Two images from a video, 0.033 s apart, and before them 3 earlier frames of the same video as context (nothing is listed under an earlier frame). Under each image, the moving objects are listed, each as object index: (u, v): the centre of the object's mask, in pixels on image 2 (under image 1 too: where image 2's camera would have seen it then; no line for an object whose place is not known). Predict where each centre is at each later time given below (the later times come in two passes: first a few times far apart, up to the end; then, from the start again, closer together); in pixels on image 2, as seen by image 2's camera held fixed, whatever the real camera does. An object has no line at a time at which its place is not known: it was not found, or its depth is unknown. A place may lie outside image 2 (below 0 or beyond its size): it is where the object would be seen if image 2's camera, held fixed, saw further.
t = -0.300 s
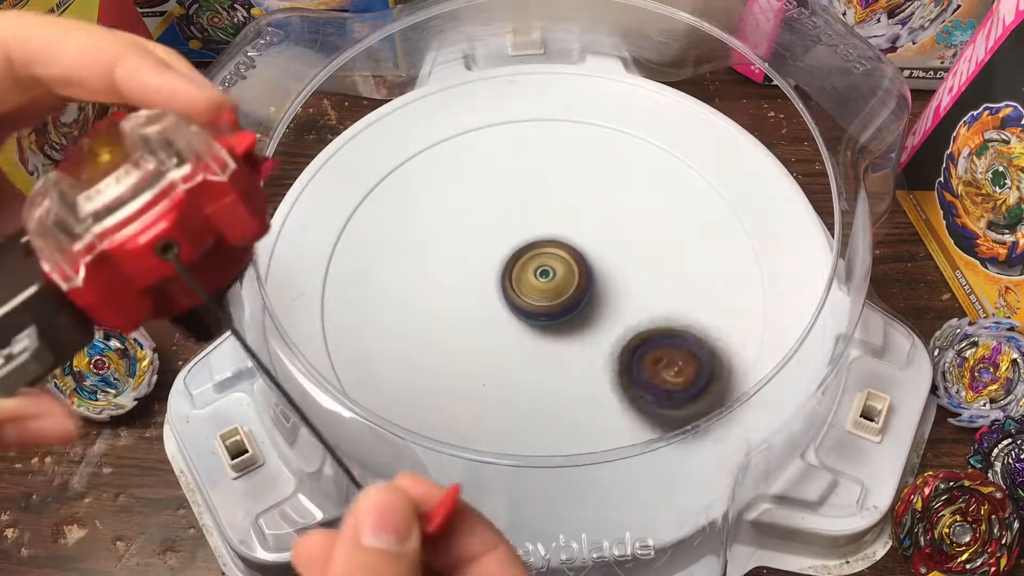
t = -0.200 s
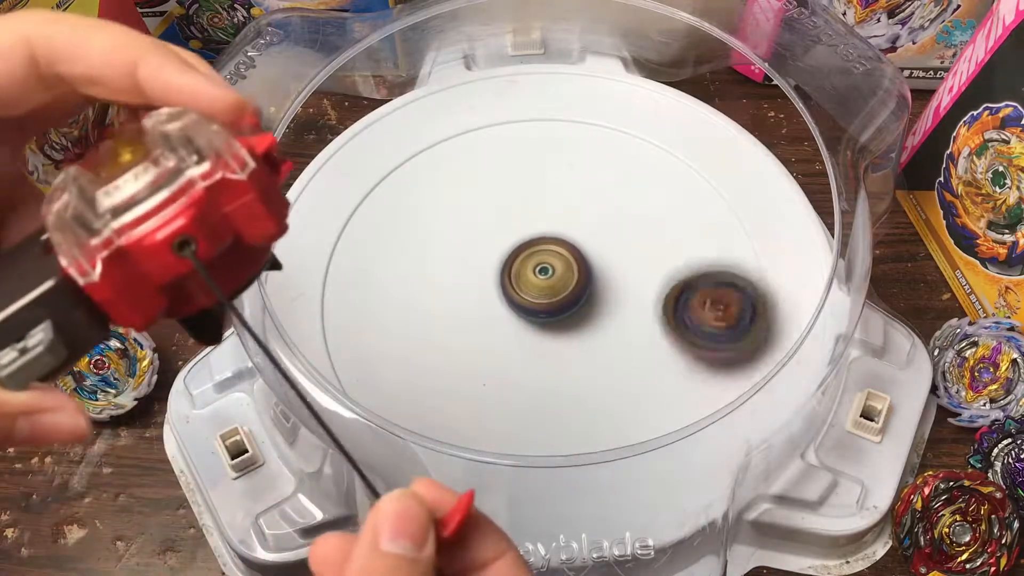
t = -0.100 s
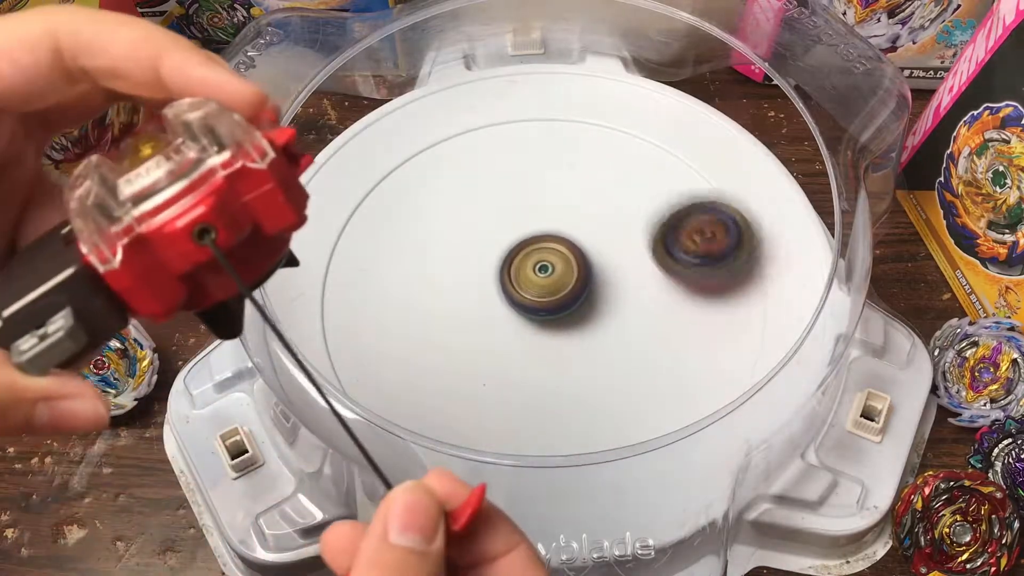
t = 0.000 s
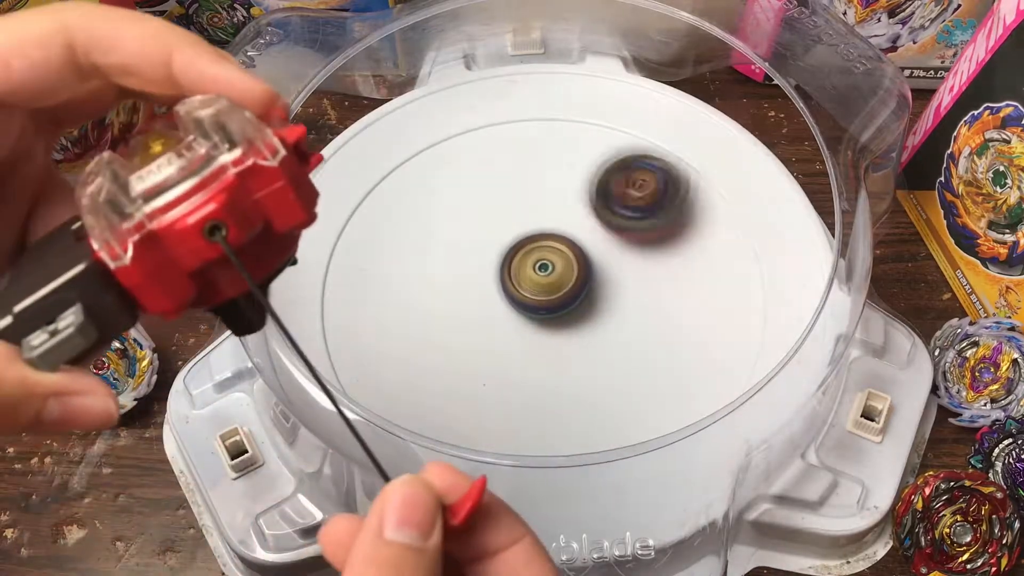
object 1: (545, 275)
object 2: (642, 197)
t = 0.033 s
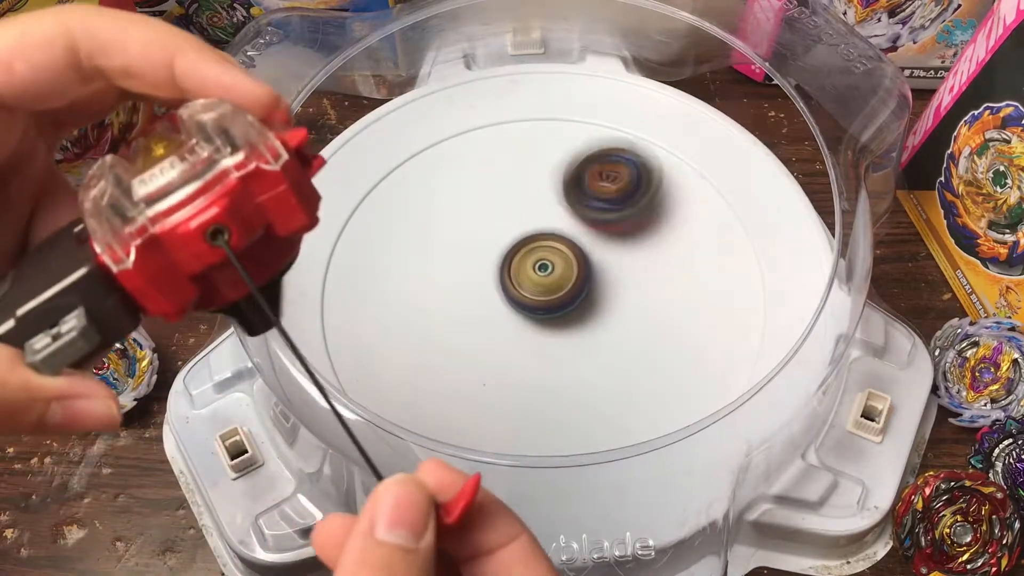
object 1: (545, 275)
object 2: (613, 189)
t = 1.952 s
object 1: (550, 264)
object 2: (724, 324)
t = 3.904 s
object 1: (527, 290)
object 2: (367, 310)
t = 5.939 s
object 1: (511, 291)
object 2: (420, 202)
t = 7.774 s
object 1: (466, 324)
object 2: (598, 310)
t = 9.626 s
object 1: (442, 269)
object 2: (511, 364)
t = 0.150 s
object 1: (544, 276)
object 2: (510, 194)
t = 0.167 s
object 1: (544, 276)
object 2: (496, 199)
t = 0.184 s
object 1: (543, 276)
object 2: (484, 204)
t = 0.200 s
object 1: (542, 276)
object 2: (470, 210)
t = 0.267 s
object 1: (541, 277)
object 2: (430, 243)
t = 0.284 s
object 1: (541, 277)
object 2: (421, 252)
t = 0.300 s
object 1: (540, 277)
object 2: (415, 262)
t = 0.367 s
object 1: (539, 277)
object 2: (396, 303)
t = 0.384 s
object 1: (538, 277)
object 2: (393, 314)
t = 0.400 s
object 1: (537, 277)
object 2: (392, 325)
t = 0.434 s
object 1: (537, 277)
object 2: (393, 347)
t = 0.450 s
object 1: (536, 278)
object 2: (396, 358)
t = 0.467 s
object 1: (536, 277)
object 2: (400, 368)
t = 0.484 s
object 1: (536, 278)
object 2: (408, 379)
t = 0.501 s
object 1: (535, 278)
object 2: (416, 387)
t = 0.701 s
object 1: (529, 280)
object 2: (580, 411)
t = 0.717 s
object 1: (529, 280)
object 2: (595, 405)
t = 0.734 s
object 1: (529, 280)
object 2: (609, 398)
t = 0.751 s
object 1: (528, 280)
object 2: (620, 390)
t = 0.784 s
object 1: (528, 281)
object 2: (640, 368)
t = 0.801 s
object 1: (528, 281)
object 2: (649, 355)
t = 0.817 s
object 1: (528, 281)
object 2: (653, 341)
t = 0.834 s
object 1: (527, 281)
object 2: (658, 329)
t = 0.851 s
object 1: (527, 282)
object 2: (660, 315)
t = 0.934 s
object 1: (527, 283)
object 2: (653, 253)
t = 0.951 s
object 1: (527, 283)
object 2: (649, 242)
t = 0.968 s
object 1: (527, 284)
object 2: (642, 232)
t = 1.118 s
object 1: (529, 287)
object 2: (563, 160)
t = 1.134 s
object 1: (529, 288)
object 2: (551, 157)
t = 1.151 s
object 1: (530, 289)
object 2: (540, 153)
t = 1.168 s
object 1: (530, 289)
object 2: (527, 152)
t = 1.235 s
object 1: (531, 290)
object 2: (481, 152)
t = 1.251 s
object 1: (531, 291)
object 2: (469, 156)
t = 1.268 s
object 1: (531, 291)
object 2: (457, 158)
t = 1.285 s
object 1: (531, 291)
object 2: (446, 164)
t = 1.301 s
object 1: (532, 292)
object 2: (435, 169)
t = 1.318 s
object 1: (532, 292)
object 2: (425, 176)
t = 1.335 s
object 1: (531, 292)
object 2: (415, 183)
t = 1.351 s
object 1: (532, 292)
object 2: (408, 193)
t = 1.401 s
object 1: (532, 293)
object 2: (391, 226)
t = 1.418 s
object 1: (532, 293)
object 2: (388, 238)
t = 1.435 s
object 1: (533, 294)
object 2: (386, 250)
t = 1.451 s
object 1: (533, 294)
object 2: (387, 263)
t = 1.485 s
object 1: (533, 294)
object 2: (391, 288)
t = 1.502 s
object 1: (533, 294)
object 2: (396, 299)
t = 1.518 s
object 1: (533, 294)
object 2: (402, 312)
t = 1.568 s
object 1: (534, 294)
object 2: (430, 342)
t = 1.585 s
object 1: (534, 294)
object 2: (442, 352)
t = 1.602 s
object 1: (535, 295)
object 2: (456, 360)
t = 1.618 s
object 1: (535, 295)
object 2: (470, 368)
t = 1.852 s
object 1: (549, 267)
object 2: (668, 376)
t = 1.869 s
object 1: (549, 266)
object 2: (681, 370)
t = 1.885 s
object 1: (550, 265)
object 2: (691, 362)
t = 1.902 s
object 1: (550, 265)
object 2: (702, 354)
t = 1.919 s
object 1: (550, 265)
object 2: (711, 344)
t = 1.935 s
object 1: (550, 264)
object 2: (719, 336)
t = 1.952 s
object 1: (550, 264)
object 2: (724, 324)
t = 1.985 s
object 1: (550, 263)
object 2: (732, 303)
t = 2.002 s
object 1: (549, 263)
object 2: (735, 292)
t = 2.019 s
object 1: (549, 262)
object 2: (734, 281)
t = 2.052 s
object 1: (548, 261)
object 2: (730, 259)
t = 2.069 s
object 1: (548, 261)
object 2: (726, 248)
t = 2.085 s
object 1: (547, 261)
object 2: (719, 238)
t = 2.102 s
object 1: (547, 261)
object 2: (713, 231)
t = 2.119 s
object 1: (547, 260)
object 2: (704, 221)
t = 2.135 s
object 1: (546, 260)
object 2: (695, 212)
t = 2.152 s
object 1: (546, 260)
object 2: (683, 205)
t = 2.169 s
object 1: (545, 260)
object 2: (672, 199)
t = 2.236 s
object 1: (543, 259)
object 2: (618, 182)
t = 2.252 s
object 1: (542, 259)
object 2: (603, 181)
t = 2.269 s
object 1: (542, 260)
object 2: (589, 179)
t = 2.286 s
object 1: (540, 263)
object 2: (575, 177)
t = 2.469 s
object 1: (527, 314)
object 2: (437, 174)
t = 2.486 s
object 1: (527, 315)
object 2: (425, 179)
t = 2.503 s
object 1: (526, 314)
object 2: (414, 184)
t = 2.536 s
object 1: (524, 314)
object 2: (397, 199)
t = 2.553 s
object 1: (523, 314)
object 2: (387, 208)
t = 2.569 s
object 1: (523, 314)
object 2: (382, 218)
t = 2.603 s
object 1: (521, 315)
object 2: (370, 238)
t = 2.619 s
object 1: (521, 315)
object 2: (365, 249)
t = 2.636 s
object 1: (520, 315)
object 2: (365, 261)
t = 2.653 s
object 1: (520, 315)
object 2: (363, 273)
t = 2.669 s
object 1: (519, 316)
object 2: (365, 285)
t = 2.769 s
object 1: (518, 317)
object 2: (403, 352)
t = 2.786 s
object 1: (517, 317)
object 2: (415, 362)
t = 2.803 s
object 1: (518, 317)
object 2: (429, 369)
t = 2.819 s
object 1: (519, 316)
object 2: (443, 376)
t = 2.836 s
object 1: (521, 313)
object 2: (455, 386)
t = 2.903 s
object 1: (544, 271)
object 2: (501, 417)
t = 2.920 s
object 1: (550, 262)
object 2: (514, 423)
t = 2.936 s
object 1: (554, 254)
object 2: (532, 435)
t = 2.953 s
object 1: (559, 247)
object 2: (547, 435)
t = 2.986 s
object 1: (565, 234)
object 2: (580, 435)
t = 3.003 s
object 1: (568, 230)
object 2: (596, 432)
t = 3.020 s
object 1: (570, 225)
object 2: (612, 425)
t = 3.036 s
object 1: (572, 223)
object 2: (623, 412)
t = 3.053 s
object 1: (573, 221)
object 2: (637, 407)
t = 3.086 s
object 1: (576, 219)
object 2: (665, 394)
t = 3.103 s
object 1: (576, 218)
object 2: (680, 385)
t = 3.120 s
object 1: (577, 219)
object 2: (692, 376)
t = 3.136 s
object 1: (577, 220)
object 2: (702, 367)
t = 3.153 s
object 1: (577, 220)
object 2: (713, 357)
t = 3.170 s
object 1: (577, 222)
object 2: (721, 344)
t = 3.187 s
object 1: (576, 223)
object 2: (725, 332)
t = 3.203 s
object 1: (576, 225)
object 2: (729, 320)
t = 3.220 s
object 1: (575, 227)
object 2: (731, 307)
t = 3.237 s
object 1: (575, 228)
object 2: (731, 294)
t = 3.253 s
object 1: (574, 230)
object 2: (730, 282)
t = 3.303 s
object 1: (571, 235)
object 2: (717, 245)
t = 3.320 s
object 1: (570, 237)
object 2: (710, 234)
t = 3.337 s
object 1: (569, 238)
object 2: (702, 225)
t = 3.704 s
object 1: (536, 276)
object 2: (421, 180)
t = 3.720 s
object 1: (535, 278)
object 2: (410, 187)
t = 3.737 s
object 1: (533, 279)
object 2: (400, 196)
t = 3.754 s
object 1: (533, 280)
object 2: (391, 205)
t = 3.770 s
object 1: (532, 281)
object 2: (384, 215)
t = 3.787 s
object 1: (531, 282)
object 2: (377, 226)
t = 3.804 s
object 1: (531, 284)
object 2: (371, 237)
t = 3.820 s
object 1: (529, 284)
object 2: (367, 249)
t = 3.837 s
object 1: (529, 285)
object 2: (364, 261)
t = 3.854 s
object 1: (528, 287)
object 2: (363, 273)
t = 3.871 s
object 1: (528, 288)
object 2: (362, 286)
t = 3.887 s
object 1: (528, 289)
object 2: (364, 298)
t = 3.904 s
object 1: (527, 290)
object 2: (367, 310)
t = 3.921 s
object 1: (527, 291)
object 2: (373, 324)
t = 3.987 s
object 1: (527, 295)
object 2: (407, 367)
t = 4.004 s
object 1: (527, 296)
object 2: (417, 376)
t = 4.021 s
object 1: (527, 297)
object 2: (431, 385)
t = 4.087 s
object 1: (528, 301)
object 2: (493, 403)
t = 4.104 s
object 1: (528, 302)
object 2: (509, 405)
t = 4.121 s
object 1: (529, 302)
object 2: (526, 405)
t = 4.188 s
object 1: (531, 305)
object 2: (590, 395)
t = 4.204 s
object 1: (532, 306)
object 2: (602, 389)
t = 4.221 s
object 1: (533, 306)
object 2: (617, 382)
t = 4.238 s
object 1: (533, 306)
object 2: (630, 374)
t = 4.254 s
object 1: (534, 307)
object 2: (643, 366)
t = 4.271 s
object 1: (534, 307)
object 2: (653, 355)
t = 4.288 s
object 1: (536, 308)
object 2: (663, 346)
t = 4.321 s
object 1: (537, 308)
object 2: (680, 323)
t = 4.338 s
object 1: (538, 309)
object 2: (686, 313)
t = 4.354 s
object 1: (539, 309)
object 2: (690, 300)
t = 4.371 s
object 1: (540, 309)
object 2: (694, 290)
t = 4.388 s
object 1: (540, 309)
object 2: (696, 277)
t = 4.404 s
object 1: (541, 309)
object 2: (698, 265)
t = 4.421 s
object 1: (543, 309)
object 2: (697, 254)
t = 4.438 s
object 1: (543, 309)
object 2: (695, 241)
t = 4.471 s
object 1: (544, 309)
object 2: (689, 222)
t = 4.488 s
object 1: (546, 308)
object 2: (685, 211)
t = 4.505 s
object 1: (546, 308)
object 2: (678, 200)
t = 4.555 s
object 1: (549, 307)
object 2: (653, 174)
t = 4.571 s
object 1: (550, 306)
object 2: (644, 168)
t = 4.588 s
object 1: (550, 306)
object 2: (633, 162)
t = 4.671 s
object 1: (554, 303)
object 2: (572, 147)
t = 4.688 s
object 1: (555, 302)
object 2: (559, 148)
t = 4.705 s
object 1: (556, 302)
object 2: (546, 149)
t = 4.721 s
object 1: (556, 301)
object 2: (533, 152)
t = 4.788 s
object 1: (558, 298)
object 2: (484, 174)
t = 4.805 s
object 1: (559, 297)
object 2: (475, 181)
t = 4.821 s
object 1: (559, 296)
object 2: (464, 190)
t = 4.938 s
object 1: (560, 290)
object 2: (421, 264)
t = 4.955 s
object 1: (560, 288)
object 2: (419, 276)
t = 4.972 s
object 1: (560, 287)
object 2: (419, 288)
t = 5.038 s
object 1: (559, 283)
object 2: (429, 334)
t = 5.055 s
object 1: (559, 282)
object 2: (435, 346)
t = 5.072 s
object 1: (558, 281)
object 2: (442, 357)
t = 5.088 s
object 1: (558, 280)
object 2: (450, 368)
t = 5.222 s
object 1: (553, 274)
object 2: (548, 410)
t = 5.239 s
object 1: (553, 273)
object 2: (562, 409)
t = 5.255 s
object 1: (552, 273)
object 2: (578, 409)
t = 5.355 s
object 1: (546, 270)
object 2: (655, 379)
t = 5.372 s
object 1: (545, 270)
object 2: (664, 371)
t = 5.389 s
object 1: (544, 269)
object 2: (672, 360)
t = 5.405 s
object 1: (543, 269)
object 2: (678, 349)
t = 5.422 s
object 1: (542, 269)
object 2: (682, 338)
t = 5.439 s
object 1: (541, 269)
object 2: (686, 327)
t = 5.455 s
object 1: (540, 269)
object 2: (687, 315)
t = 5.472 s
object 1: (539, 268)
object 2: (687, 304)
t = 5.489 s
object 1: (538, 269)
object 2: (685, 292)
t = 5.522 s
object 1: (536, 269)
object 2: (678, 270)
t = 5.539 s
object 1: (534, 268)
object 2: (672, 260)
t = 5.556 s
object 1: (534, 269)
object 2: (665, 250)
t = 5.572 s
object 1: (532, 269)
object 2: (657, 241)
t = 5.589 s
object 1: (532, 269)
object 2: (649, 233)
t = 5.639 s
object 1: (529, 271)
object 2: (619, 213)
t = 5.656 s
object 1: (528, 271)
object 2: (608, 204)
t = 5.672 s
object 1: (527, 271)
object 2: (597, 200)
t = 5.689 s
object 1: (524, 274)
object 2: (586, 193)
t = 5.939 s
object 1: (511, 291)
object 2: (420, 202)
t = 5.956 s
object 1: (510, 291)
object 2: (412, 208)
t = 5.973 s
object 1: (510, 292)
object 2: (405, 220)
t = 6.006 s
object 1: (510, 293)
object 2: (397, 241)
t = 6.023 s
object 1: (510, 293)
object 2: (395, 253)
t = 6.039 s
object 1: (509, 293)
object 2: (394, 263)
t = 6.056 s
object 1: (509, 294)
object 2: (394, 273)
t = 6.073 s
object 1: (509, 294)
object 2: (397, 285)
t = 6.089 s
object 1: (509, 296)
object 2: (401, 296)
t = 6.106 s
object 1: (510, 295)
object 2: (405, 306)
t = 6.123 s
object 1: (516, 296)
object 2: (408, 319)
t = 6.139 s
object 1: (526, 292)
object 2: (406, 330)
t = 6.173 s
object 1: (545, 284)
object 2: (408, 358)
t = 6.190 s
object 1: (554, 280)
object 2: (410, 370)
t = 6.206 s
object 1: (559, 276)
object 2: (417, 382)
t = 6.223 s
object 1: (567, 274)
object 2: (425, 391)
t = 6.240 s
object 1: (572, 271)
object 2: (434, 397)
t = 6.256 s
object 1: (580, 269)
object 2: (444, 404)
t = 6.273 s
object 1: (584, 269)
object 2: (457, 410)
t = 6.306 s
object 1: (593, 268)
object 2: (479, 419)
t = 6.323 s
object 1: (596, 268)
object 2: (491, 422)
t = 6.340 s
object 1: (599, 269)
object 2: (507, 440)
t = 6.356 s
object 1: (601, 269)
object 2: (521, 436)
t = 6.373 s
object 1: (603, 270)
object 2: (536, 440)
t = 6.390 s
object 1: (605, 271)
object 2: (552, 438)
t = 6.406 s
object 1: (606, 273)
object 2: (561, 423)
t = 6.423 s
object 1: (607, 273)
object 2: (577, 421)
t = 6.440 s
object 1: (607, 274)
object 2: (590, 416)
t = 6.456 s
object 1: (607, 275)
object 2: (603, 410)
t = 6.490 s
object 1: (606, 278)
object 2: (626, 396)
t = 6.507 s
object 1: (605, 279)
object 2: (636, 388)
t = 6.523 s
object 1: (604, 280)
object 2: (643, 377)
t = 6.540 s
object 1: (603, 281)
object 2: (649, 365)
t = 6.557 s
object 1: (597, 276)
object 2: (656, 361)
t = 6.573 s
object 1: (591, 265)
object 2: (666, 363)
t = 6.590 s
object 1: (583, 250)
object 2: (674, 363)
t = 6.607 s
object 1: (576, 238)
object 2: (682, 361)
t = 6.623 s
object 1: (568, 226)
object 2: (688, 358)
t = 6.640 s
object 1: (561, 216)
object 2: (695, 354)
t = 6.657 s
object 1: (554, 204)
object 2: (700, 349)
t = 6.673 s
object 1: (548, 195)
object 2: (706, 343)
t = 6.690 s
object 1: (545, 186)
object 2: (710, 336)
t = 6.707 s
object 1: (537, 174)
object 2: (714, 327)
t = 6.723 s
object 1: (533, 165)
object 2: (717, 319)
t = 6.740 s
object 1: (531, 159)
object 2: (716, 310)
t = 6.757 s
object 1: (529, 151)
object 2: (715, 300)
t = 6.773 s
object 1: (526, 146)
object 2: (711, 291)
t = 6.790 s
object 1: (526, 141)
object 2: (706, 283)
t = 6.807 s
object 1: (524, 135)
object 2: (699, 277)
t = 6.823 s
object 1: (526, 132)
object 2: (691, 271)
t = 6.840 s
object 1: (526, 129)
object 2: (682, 262)
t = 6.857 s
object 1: (527, 126)
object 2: (671, 257)
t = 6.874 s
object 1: (528, 124)
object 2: (660, 254)
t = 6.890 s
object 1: (530, 123)
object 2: (649, 251)
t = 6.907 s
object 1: (531, 122)
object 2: (636, 249)
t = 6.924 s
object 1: (533, 122)
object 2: (625, 244)
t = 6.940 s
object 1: (534, 122)
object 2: (611, 243)
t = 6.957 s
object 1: (535, 123)
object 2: (600, 242)
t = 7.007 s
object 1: (539, 130)
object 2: (563, 244)
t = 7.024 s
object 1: (540, 134)
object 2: (551, 245)
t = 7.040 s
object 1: (540, 137)
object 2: (539, 248)
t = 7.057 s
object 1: (541, 144)
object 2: (526, 250)
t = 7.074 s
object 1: (542, 148)
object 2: (515, 252)
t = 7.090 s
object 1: (543, 155)
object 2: (504, 255)
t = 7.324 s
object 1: (536, 268)
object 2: (401, 337)
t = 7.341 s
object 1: (532, 276)
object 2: (399, 345)
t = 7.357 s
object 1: (528, 284)
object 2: (400, 356)
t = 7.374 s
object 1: (523, 291)
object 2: (400, 361)
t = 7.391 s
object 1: (518, 297)
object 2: (404, 368)
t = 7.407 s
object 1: (512, 304)
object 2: (408, 376)
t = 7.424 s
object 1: (506, 311)
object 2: (416, 383)
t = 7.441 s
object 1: (499, 316)
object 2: (425, 390)
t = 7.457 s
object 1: (492, 320)
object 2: (435, 393)
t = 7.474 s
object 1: (486, 321)
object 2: (444, 397)
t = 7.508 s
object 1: (477, 321)
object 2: (465, 407)
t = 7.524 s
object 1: (474, 321)
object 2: (479, 410)
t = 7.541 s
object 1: (470, 322)
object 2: (490, 412)
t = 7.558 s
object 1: (468, 322)
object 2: (503, 412)
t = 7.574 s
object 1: (465, 322)
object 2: (515, 410)
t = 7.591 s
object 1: (463, 323)
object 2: (528, 407)
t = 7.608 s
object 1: (462, 322)
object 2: (538, 402)
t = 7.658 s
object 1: (458, 322)
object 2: (566, 379)
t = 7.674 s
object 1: (458, 323)
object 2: (574, 370)
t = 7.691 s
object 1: (458, 323)
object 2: (580, 361)
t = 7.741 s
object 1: (463, 324)
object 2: (593, 331)
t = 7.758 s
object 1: (464, 323)
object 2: (597, 322)
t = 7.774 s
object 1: (466, 324)
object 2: (598, 310)
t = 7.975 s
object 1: (495, 317)
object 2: (568, 198)
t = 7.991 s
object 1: (496, 316)
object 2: (562, 189)
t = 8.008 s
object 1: (500, 316)
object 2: (556, 184)
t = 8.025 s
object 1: (502, 315)
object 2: (549, 178)
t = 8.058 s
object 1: (508, 314)
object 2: (533, 167)
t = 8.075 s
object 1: (512, 314)
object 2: (524, 162)
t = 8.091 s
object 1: (514, 313)
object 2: (516, 160)
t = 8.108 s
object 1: (517, 313)
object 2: (507, 158)
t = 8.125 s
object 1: (522, 312)
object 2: (497, 156)
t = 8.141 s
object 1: (524, 312)
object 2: (487, 156)
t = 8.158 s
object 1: (528, 311)
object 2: (479, 157)
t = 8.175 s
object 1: (532, 310)
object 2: (469, 160)
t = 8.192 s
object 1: (535, 309)
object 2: (460, 164)
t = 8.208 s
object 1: (539, 309)
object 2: (452, 167)
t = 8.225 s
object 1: (543, 308)
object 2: (445, 173)
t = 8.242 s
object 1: (546, 306)
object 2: (438, 180)
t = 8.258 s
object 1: (550, 306)
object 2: (433, 189)
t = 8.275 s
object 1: (555, 304)
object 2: (430, 199)
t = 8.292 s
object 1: (557, 303)
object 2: (428, 207)
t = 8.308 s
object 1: (561, 302)
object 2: (427, 219)
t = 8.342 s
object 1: (568, 299)
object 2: (430, 240)
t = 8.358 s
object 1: (571, 297)
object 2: (432, 248)
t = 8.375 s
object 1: (573, 297)
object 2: (436, 258)
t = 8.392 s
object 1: (577, 294)
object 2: (441, 266)
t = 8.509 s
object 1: (592, 281)
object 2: (500, 321)
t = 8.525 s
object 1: (595, 278)
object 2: (506, 328)
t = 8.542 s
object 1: (608, 270)
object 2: (505, 339)
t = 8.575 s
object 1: (628, 249)
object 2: (504, 361)
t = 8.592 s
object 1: (639, 241)
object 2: (506, 370)
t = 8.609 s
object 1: (646, 236)
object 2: (508, 378)
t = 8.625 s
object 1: (653, 231)
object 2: (511, 384)
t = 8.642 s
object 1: (660, 225)
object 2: (518, 392)
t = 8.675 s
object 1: (669, 213)
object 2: (530, 403)
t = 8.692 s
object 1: (672, 210)
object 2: (538, 409)
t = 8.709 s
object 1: (675, 208)
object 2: (545, 412)
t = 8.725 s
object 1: (676, 206)
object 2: (554, 415)
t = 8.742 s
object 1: (676, 205)
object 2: (562, 417)
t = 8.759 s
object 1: (675, 203)
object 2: (573, 418)
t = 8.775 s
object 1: (674, 204)
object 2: (587, 428)
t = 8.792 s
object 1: (672, 206)
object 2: (596, 428)
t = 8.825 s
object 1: (667, 207)
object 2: (618, 424)
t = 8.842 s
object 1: (664, 208)
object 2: (628, 420)
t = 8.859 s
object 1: (659, 210)
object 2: (634, 407)
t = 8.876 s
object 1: (656, 212)
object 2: (640, 402)
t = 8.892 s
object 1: (651, 214)
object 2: (649, 396)
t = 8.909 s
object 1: (646, 218)
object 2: (655, 390)
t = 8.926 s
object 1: (640, 220)
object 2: (659, 381)
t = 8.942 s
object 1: (634, 223)
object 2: (662, 372)
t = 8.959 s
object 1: (628, 226)
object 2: (661, 363)
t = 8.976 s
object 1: (623, 228)
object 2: (660, 354)
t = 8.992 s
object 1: (615, 231)
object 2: (658, 344)
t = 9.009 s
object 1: (608, 234)
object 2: (654, 337)
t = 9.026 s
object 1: (599, 236)
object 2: (649, 327)
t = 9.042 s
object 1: (591, 240)
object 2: (644, 318)
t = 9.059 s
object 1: (583, 239)
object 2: (640, 314)
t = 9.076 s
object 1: (573, 236)
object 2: (638, 310)
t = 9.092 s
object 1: (561, 232)
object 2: (633, 308)
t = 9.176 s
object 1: (510, 219)
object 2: (600, 299)
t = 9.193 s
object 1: (502, 216)
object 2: (591, 297)
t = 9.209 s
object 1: (494, 215)
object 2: (582, 298)
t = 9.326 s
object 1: (451, 210)
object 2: (526, 312)
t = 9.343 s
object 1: (447, 211)
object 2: (521, 315)
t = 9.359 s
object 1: (443, 213)
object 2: (516, 318)
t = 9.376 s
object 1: (441, 213)
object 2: (509, 321)
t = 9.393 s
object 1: (438, 215)
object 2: (505, 326)
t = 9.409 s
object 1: (436, 217)
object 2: (499, 330)
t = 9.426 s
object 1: (434, 219)
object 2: (495, 335)
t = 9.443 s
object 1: (433, 223)
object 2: (493, 339)
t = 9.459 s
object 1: (432, 226)
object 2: (490, 342)
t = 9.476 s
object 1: (431, 228)
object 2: (489, 348)
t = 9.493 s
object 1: (432, 232)
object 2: (488, 353)
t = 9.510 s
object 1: (432, 236)
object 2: (488, 356)
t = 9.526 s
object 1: (432, 239)
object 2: (491, 359)
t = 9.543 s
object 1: (434, 244)
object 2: (492, 362)
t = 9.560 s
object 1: (435, 248)
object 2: (495, 365)
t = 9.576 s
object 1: (436, 253)
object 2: (500, 366)
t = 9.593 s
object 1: (438, 259)
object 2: (503, 367)
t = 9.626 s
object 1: (442, 269)
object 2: (511, 364)
